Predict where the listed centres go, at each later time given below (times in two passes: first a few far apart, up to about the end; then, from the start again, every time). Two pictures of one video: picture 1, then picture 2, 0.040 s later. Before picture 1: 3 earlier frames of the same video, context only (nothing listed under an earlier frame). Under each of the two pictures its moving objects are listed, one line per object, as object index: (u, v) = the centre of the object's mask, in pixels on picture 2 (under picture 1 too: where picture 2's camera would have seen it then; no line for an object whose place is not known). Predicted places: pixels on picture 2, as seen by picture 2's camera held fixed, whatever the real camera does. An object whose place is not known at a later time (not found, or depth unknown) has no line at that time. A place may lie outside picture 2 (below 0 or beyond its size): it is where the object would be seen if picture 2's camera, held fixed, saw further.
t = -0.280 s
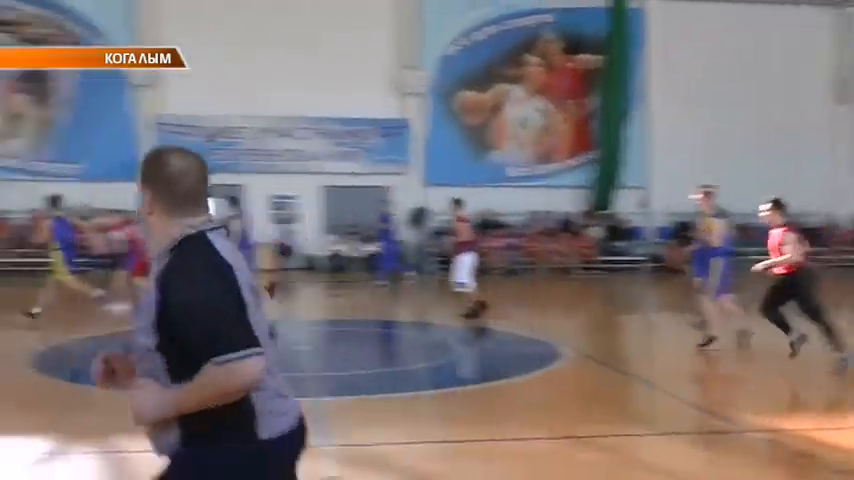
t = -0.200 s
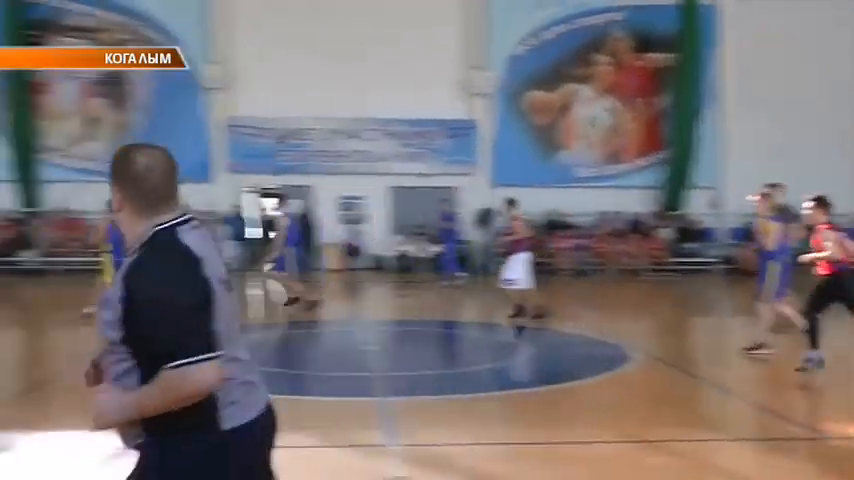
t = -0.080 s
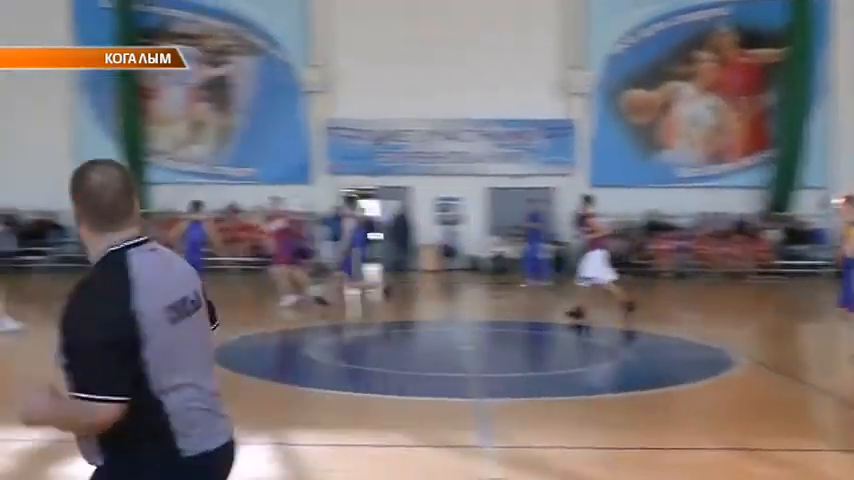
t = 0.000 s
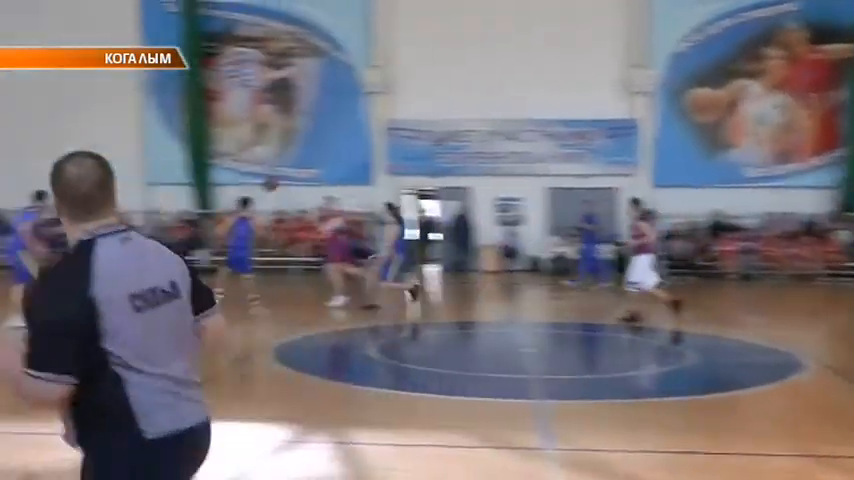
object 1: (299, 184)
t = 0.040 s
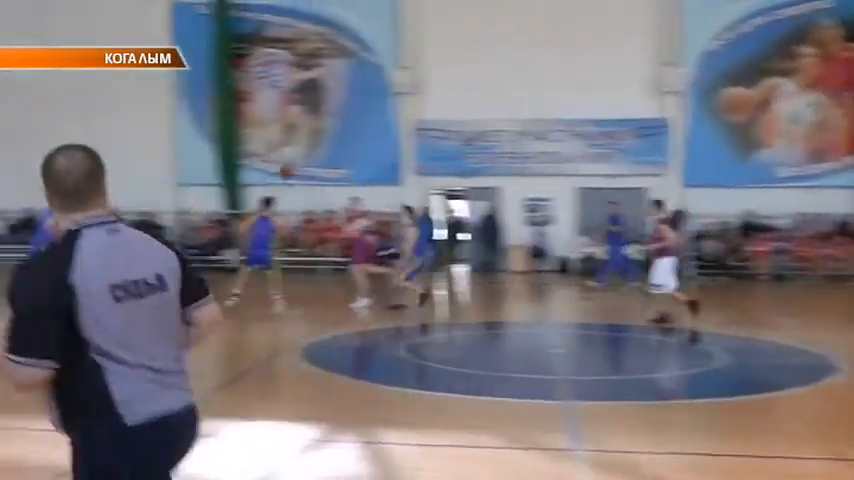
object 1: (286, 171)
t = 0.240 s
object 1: (215, 120)
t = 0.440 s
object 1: (127, 88)
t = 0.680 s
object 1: (-14, 86)
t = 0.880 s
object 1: (-167, 129)
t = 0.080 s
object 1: (274, 161)
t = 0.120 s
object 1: (259, 150)
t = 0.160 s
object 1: (247, 141)
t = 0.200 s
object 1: (230, 130)
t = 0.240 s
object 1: (215, 120)
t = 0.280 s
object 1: (200, 113)
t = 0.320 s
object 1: (182, 106)
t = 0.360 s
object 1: (164, 98)
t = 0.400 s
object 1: (146, 93)
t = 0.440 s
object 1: (127, 88)
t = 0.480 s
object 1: (106, 84)
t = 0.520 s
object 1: (84, 82)
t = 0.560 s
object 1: (62, 80)
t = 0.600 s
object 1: (38, 80)
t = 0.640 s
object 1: (12, 83)
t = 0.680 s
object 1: (-14, 86)
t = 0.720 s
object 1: (-41, 89)
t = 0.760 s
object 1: (-70, 97)
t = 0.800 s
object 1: (-100, 105)
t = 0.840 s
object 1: (-132, 116)
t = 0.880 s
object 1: (-167, 129)
